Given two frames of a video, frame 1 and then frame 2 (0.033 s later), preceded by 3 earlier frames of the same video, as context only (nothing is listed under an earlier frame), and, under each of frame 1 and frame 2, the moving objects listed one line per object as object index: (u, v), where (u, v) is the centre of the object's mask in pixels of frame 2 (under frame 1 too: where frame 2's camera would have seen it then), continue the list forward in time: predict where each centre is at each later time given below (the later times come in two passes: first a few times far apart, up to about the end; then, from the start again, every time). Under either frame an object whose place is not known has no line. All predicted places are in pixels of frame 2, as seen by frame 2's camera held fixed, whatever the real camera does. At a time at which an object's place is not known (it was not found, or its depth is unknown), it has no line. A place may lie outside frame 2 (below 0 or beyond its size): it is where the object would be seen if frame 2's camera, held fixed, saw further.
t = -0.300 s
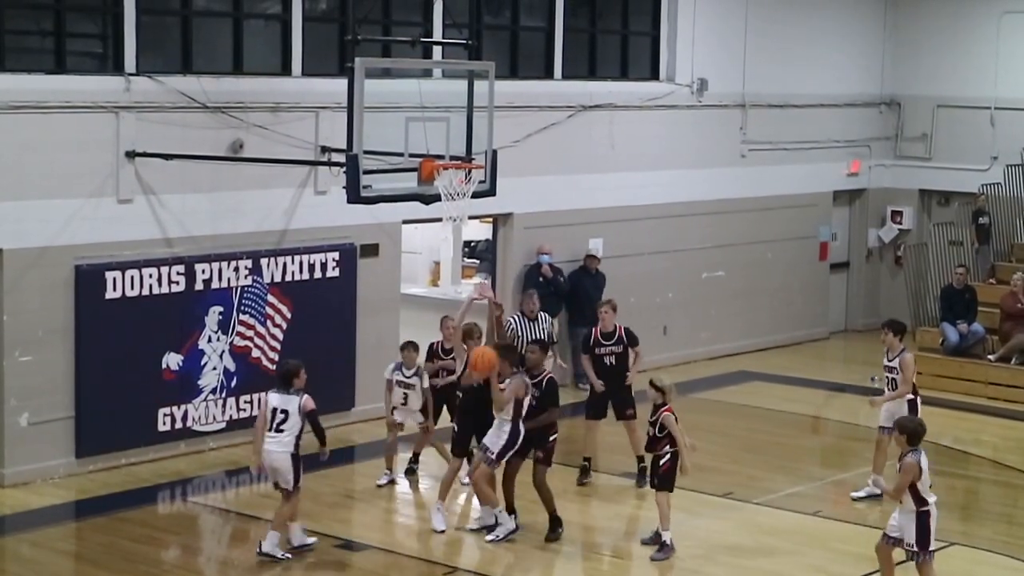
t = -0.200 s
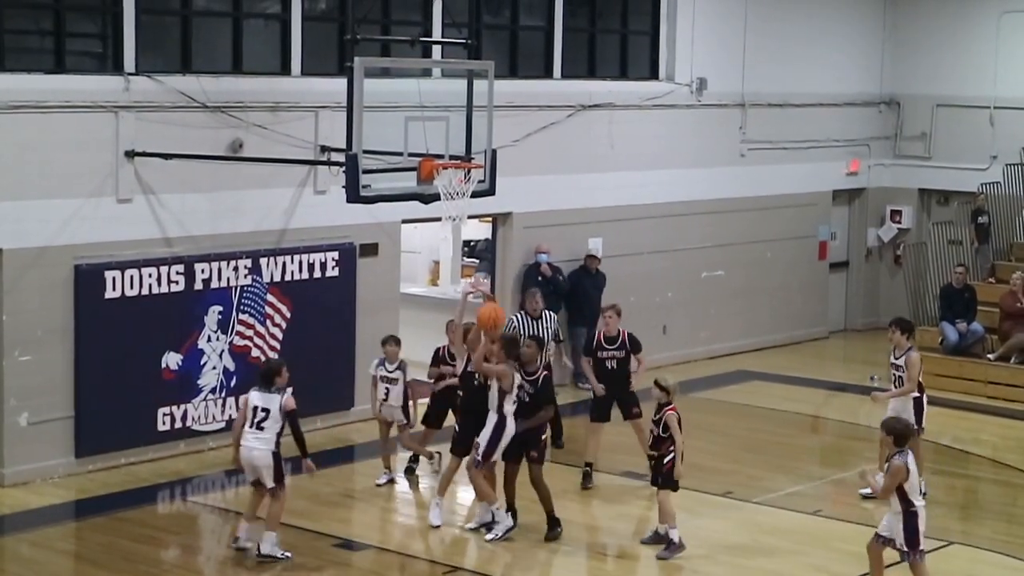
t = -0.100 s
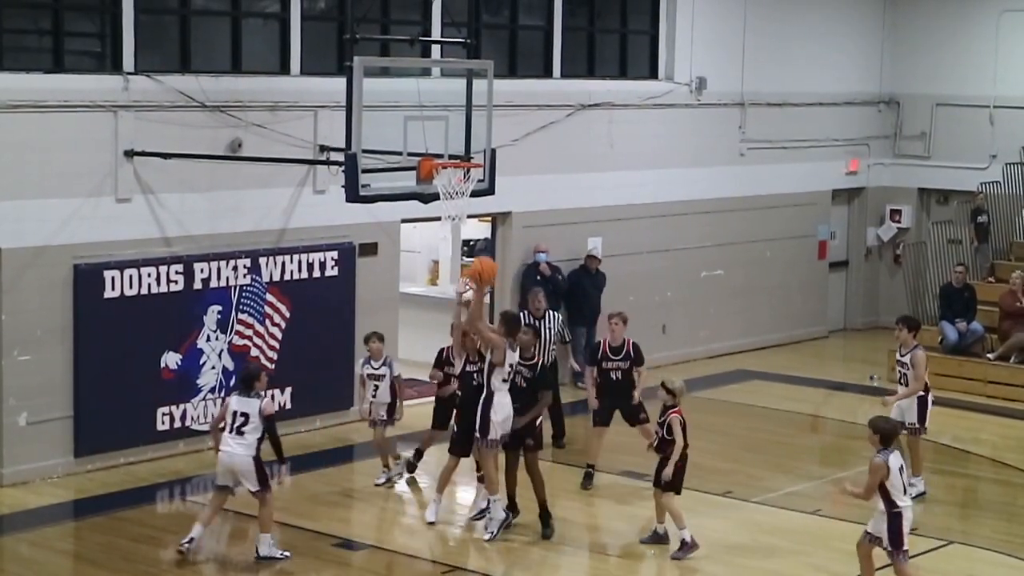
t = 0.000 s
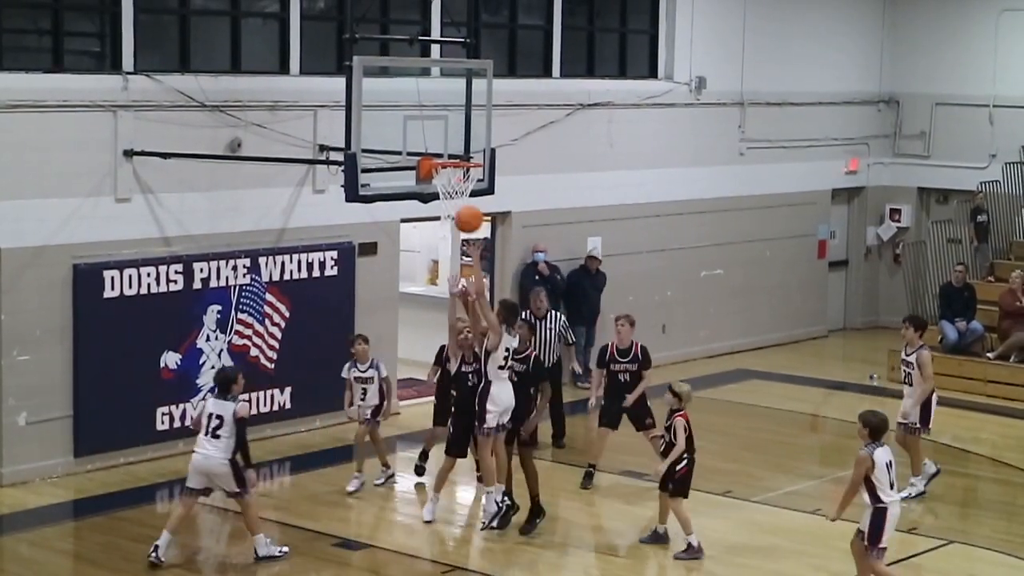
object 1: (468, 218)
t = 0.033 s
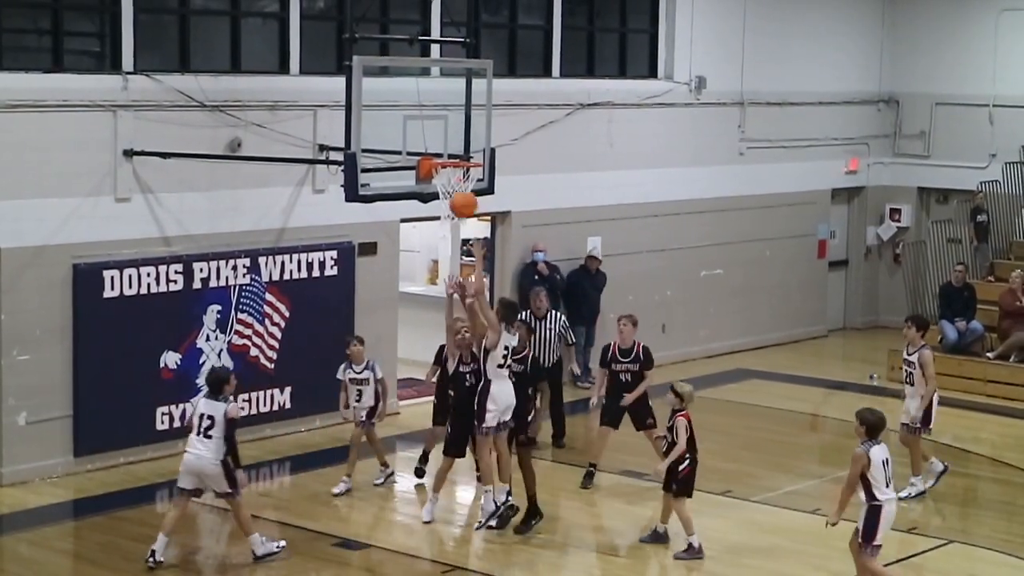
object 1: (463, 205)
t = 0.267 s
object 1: (429, 140)
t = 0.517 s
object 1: (415, 142)
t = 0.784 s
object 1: (453, 177)
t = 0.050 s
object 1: (461, 197)
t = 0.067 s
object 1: (459, 191)
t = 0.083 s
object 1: (456, 184)
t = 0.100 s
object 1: (454, 179)
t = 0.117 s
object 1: (451, 173)
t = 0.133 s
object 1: (448, 168)
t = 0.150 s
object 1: (446, 163)
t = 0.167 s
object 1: (445, 160)
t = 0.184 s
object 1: (442, 155)
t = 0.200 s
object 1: (439, 152)
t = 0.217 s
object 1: (437, 148)
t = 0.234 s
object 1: (434, 145)
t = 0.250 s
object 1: (432, 143)
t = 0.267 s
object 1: (429, 140)
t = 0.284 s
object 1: (426, 138)
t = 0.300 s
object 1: (424, 136)
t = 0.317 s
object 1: (422, 135)
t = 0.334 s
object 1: (419, 133)
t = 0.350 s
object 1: (417, 133)
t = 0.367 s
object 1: (415, 132)
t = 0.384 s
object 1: (413, 132)
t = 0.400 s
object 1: (410, 133)
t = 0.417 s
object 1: (408, 133)
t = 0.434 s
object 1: (406, 133)
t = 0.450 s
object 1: (404, 134)
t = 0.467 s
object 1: (403, 135)
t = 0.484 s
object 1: (408, 137)
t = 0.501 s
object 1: (412, 140)
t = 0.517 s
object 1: (415, 142)
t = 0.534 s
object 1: (420, 144)
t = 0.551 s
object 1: (424, 147)
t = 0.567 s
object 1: (428, 151)
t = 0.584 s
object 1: (432, 155)
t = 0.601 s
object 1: (436, 157)
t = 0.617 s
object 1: (437, 158)
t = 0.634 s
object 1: (438, 158)
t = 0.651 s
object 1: (440, 159)
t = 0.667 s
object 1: (442, 160)
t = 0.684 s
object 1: (443, 162)
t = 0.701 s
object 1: (445, 163)
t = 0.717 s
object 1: (446, 165)
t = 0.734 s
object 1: (448, 168)
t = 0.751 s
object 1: (449, 170)
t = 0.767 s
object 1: (451, 173)
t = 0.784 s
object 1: (453, 177)
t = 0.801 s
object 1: (454, 181)
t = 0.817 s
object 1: (456, 185)
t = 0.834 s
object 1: (457, 190)
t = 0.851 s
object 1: (458, 194)
